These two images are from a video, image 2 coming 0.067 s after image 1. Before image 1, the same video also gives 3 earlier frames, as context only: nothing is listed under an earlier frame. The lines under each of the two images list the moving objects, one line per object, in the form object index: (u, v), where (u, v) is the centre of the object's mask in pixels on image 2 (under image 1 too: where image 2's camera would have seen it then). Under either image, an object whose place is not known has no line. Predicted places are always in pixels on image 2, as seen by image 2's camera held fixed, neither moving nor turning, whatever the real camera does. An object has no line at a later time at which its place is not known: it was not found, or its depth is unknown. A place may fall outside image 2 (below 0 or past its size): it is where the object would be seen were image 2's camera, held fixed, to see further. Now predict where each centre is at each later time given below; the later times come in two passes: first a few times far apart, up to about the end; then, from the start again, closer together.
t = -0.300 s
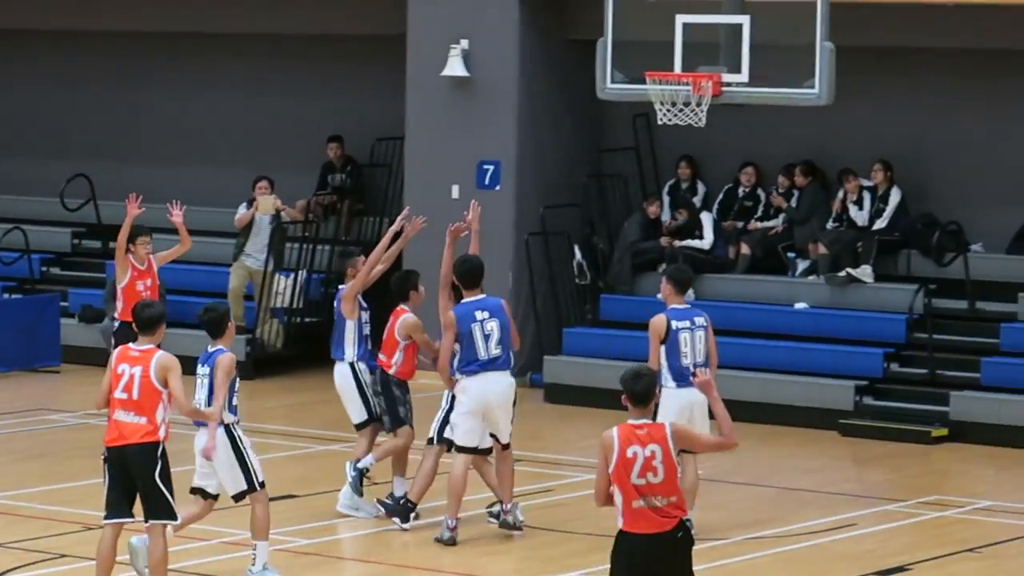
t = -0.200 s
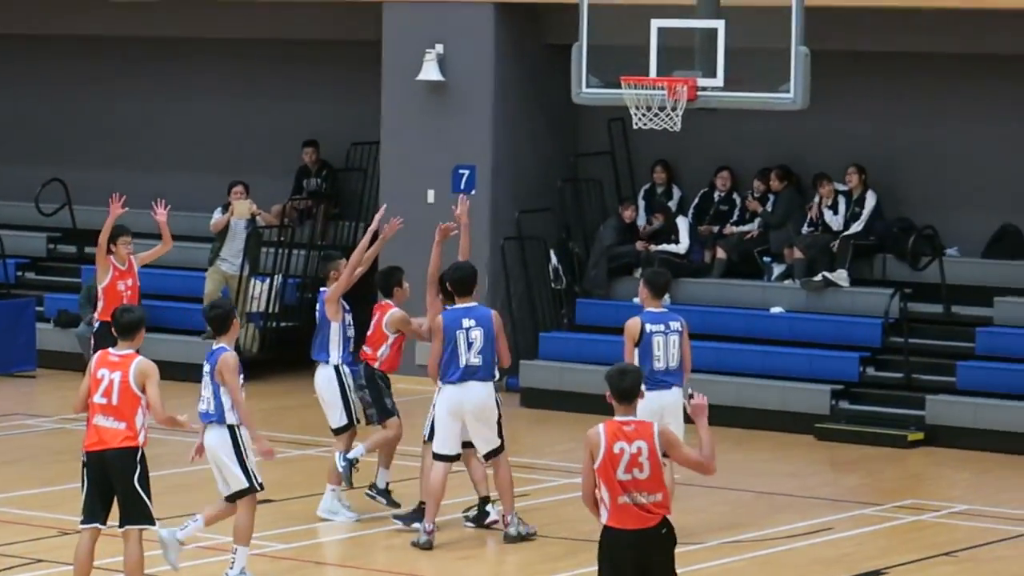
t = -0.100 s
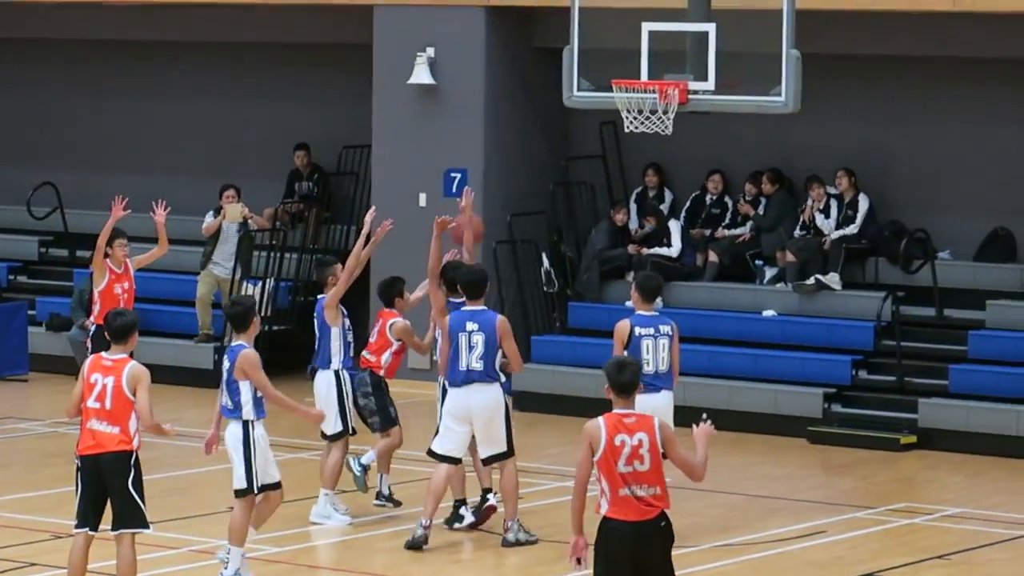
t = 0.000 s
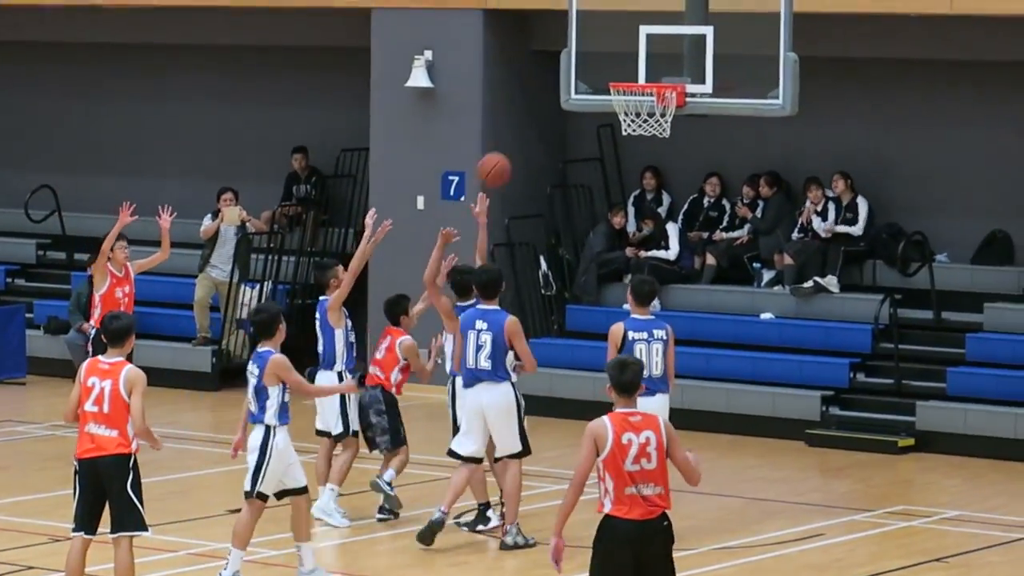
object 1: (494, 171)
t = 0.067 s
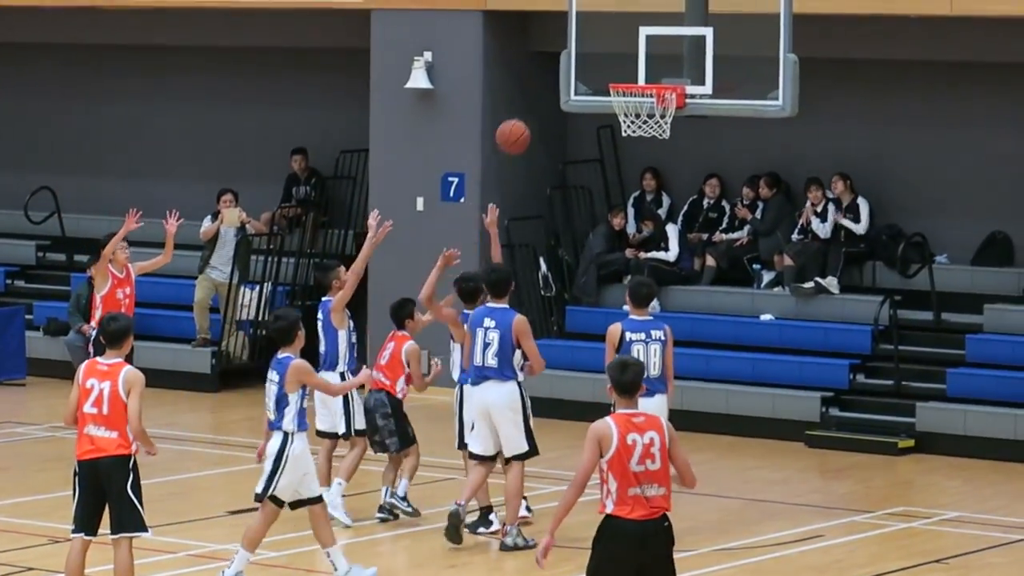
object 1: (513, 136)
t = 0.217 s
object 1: (553, 82)
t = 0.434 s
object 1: (616, 56)
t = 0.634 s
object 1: (652, 71)
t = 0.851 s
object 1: (639, 111)
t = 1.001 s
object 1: (612, 147)
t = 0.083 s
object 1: (517, 129)
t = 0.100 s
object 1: (522, 122)
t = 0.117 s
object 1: (527, 115)
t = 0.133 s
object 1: (532, 108)
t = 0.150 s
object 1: (536, 102)
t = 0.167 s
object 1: (541, 96)
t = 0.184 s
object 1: (545, 91)
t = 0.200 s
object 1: (550, 86)
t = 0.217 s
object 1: (553, 82)
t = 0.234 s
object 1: (559, 77)
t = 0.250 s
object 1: (564, 73)
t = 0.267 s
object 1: (569, 70)
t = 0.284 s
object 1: (573, 66)
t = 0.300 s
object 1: (579, 64)
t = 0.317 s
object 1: (583, 62)
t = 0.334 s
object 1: (588, 60)
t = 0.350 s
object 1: (593, 58)
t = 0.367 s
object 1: (598, 57)
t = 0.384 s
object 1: (602, 56)
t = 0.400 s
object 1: (607, 55)
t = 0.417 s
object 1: (611, 55)
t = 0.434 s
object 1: (616, 56)
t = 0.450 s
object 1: (620, 56)
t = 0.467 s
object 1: (625, 57)
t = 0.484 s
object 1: (630, 59)
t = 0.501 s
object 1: (633, 60)
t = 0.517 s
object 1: (635, 61)
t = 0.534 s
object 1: (638, 62)
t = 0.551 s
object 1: (640, 63)
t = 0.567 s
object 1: (642, 64)
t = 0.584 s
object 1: (644, 66)
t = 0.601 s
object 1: (647, 68)
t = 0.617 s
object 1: (649, 70)
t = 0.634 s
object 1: (652, 71)
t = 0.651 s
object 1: (654, 72)
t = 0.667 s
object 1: (655, 74)
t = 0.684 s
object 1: (658, 75)
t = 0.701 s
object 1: (659, 77)
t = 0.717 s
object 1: (659, 78)
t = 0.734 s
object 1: (657, 79)
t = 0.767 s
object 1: (651, 92)
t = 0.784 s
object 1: (649, 101)
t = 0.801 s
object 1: (647, 104)
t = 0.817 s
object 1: (645, 105)
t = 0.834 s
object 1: (643, 107)
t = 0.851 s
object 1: (639, 111)
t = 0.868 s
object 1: (637, 115)
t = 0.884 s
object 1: (634, 119)
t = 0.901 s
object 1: (632, 129)
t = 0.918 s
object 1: (627, 134)
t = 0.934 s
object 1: (624, 135)
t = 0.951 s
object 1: (621, 136)
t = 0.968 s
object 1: (618, 138)
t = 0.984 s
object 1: (615, 142)
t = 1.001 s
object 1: (612, 147)
